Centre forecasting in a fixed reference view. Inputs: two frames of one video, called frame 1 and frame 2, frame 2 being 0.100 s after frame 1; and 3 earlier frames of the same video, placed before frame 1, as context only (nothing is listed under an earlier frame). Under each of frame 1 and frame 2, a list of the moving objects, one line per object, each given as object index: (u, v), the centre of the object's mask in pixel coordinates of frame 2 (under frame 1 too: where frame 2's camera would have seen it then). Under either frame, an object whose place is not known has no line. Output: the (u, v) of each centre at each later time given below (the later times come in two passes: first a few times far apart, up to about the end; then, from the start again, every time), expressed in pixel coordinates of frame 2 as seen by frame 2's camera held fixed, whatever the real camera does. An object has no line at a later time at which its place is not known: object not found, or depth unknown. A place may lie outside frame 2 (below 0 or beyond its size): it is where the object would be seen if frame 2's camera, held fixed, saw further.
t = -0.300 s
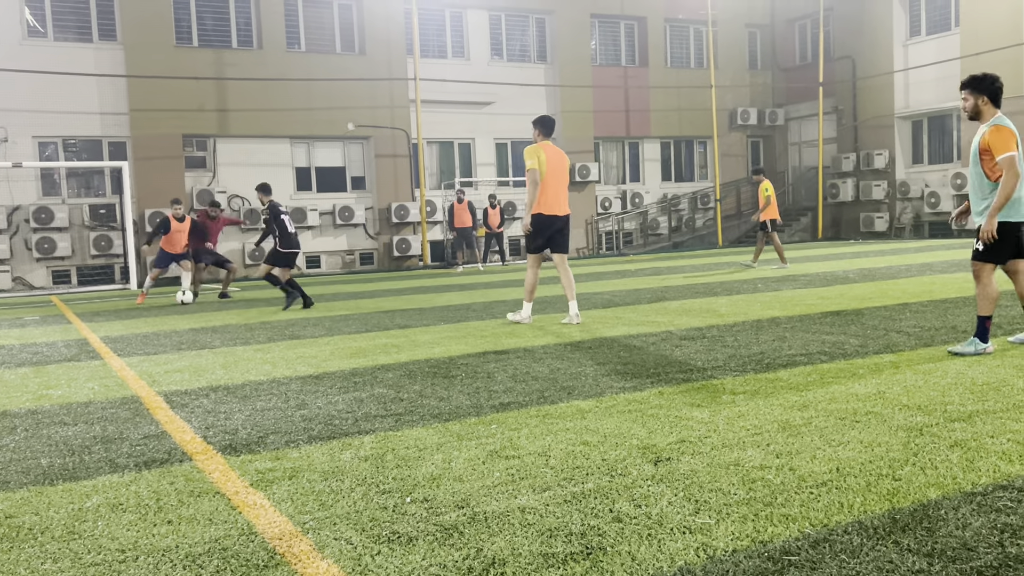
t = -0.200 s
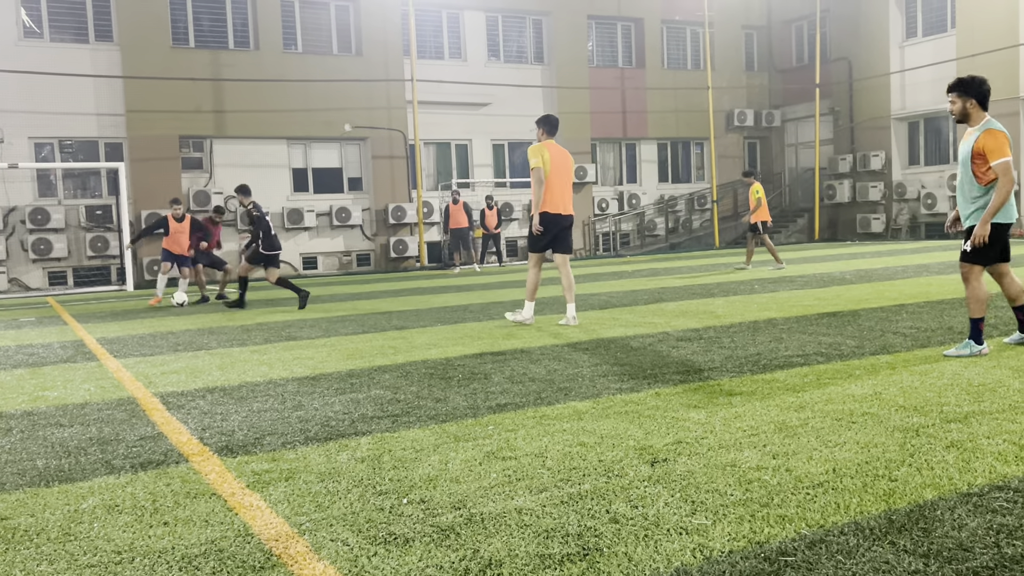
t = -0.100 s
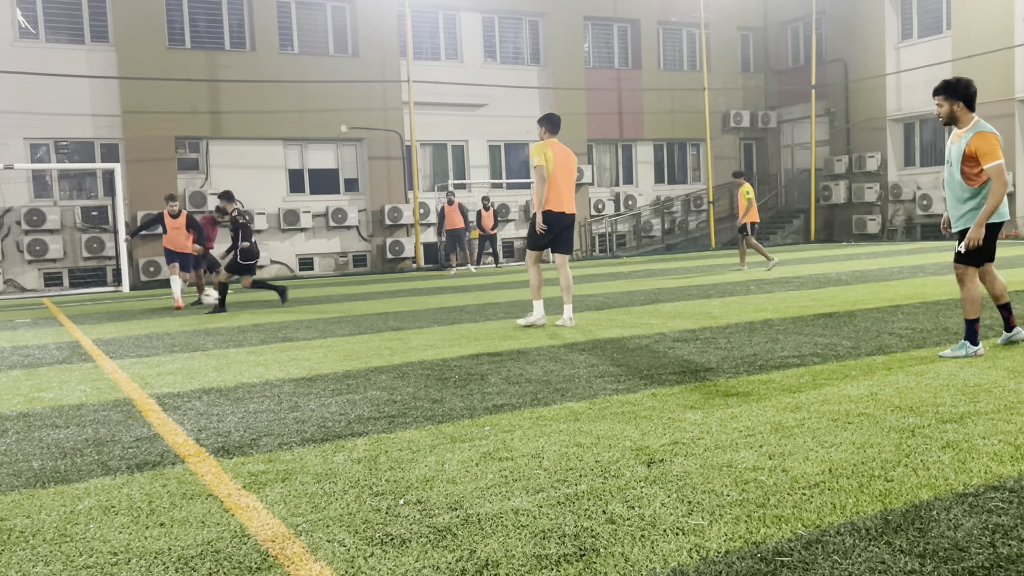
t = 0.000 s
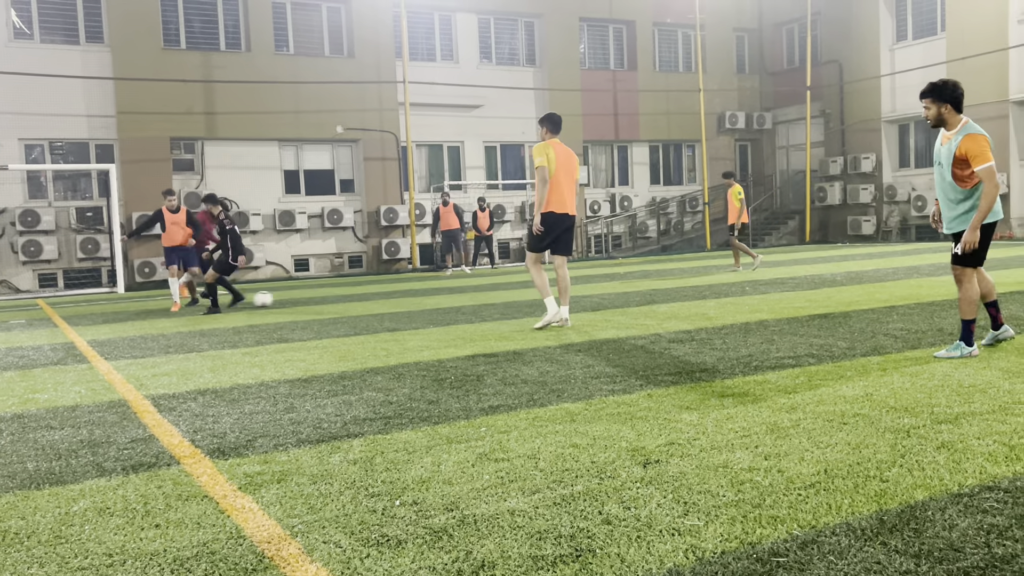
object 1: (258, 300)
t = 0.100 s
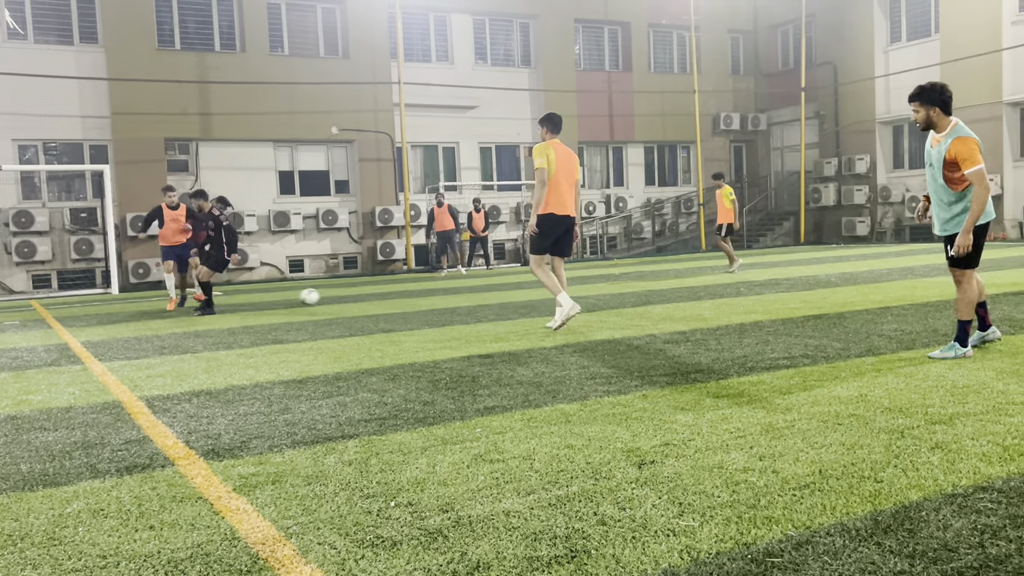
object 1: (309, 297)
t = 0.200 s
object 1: (359, 296)
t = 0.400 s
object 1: (448, 293)
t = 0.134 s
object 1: (327, 297)
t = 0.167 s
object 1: (345, 298)
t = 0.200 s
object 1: (359, 296)
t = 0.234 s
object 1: (375, 294)
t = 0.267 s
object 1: (390, 293)
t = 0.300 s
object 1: (405, 293)
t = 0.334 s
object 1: (421, 294)
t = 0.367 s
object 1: (435, 294)
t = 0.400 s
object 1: (448, 293)
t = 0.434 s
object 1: (462, 292)
